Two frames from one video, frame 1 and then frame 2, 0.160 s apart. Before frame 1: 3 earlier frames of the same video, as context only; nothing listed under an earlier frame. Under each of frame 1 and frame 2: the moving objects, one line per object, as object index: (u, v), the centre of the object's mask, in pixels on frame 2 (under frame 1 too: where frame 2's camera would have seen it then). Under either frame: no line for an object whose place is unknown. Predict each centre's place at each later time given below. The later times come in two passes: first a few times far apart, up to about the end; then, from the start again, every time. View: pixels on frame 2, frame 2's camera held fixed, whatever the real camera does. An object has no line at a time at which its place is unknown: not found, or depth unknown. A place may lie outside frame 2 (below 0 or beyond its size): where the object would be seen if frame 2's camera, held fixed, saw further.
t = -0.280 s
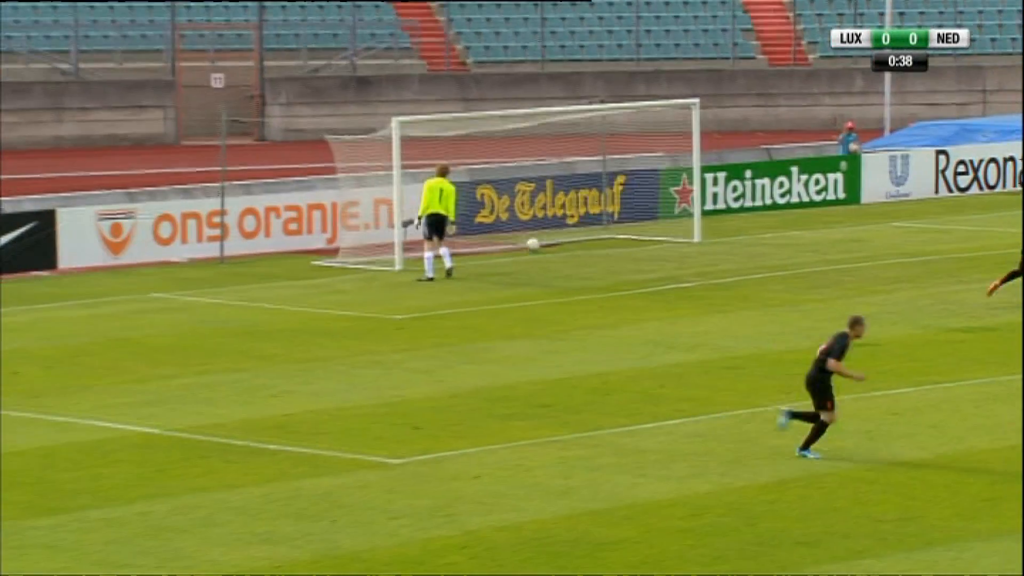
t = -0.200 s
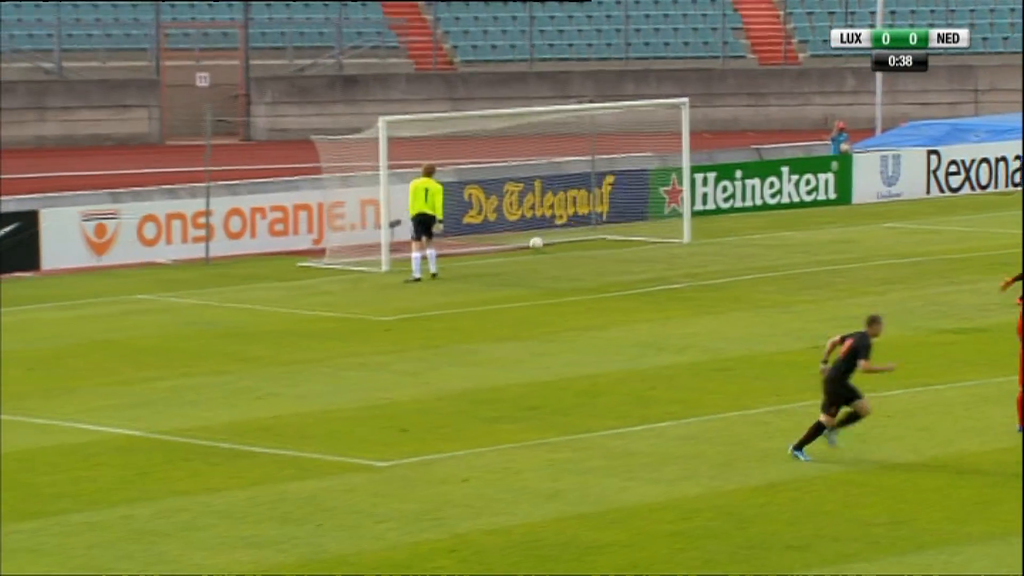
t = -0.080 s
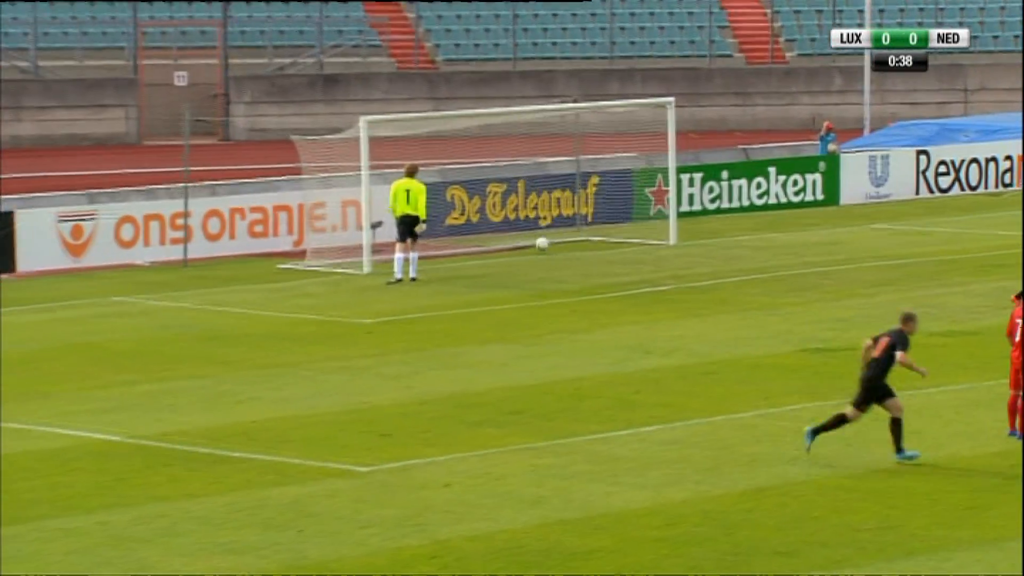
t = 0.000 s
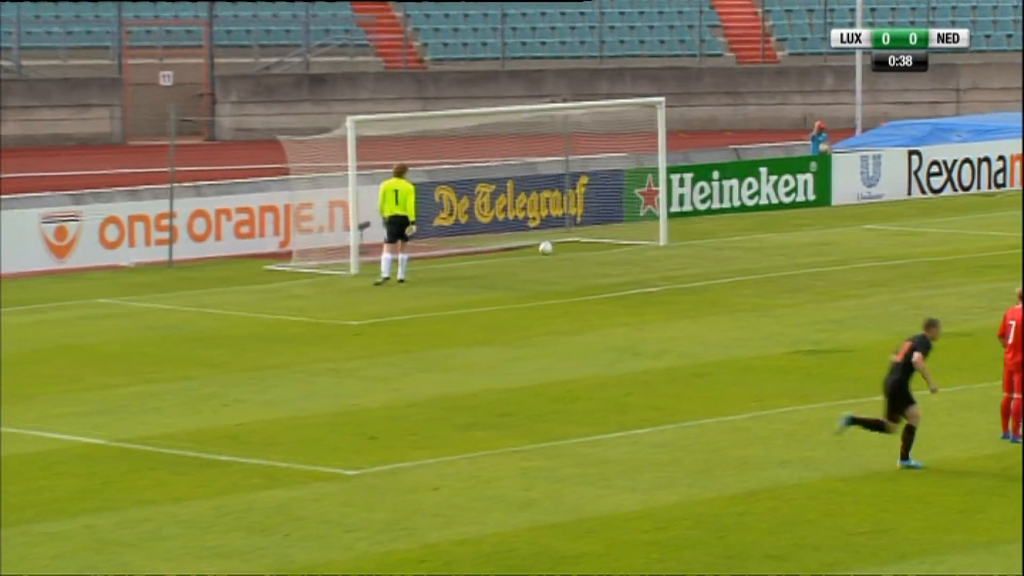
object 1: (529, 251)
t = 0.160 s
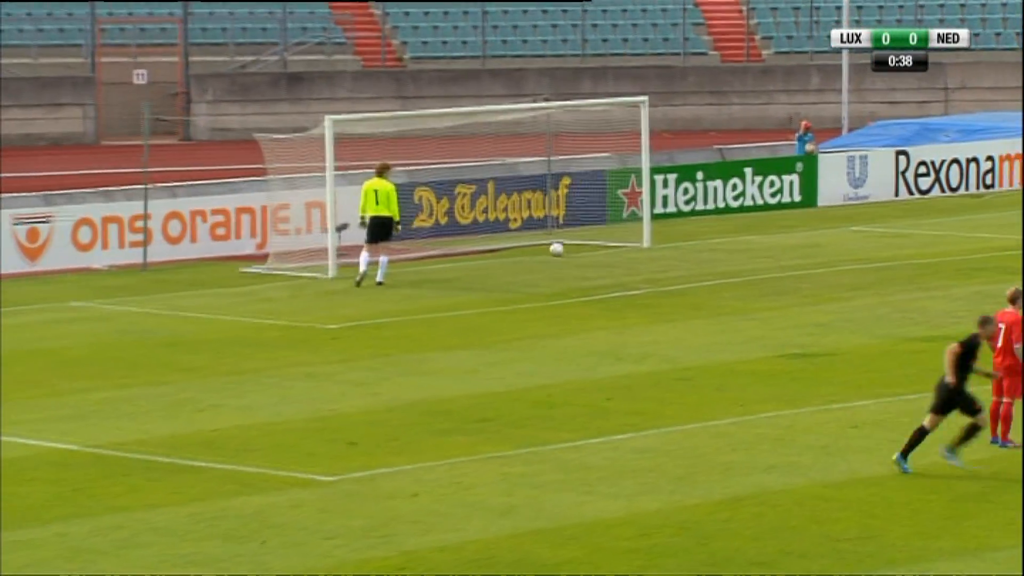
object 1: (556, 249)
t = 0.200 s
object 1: (563, 249)
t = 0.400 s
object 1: (596, 248)
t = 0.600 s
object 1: (628, 247)
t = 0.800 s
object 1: (657, 244)
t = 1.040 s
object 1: (692, 241)
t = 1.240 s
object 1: (719, 240)
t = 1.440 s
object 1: (746, 239)
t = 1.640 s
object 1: (770, 239)
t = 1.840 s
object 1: (793, 238)
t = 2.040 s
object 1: (814, 238)
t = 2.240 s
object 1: (835, 237)
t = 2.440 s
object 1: (853, 235)
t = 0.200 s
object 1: (563, 249)
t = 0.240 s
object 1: (569, 249)
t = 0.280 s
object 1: (576, 248)
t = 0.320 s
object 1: (582, 248)
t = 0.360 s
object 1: (589, 249)
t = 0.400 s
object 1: (596, 248)
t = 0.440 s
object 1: (601, 248)
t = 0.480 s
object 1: (607, 247)
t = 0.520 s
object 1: (614, 247)
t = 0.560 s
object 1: (622, 246)
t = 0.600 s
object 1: (628, 247)
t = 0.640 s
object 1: (633, 245)
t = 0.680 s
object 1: (638, 246)
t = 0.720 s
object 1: (645, 245)
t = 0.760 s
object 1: (651, 244)
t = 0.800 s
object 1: (657, 244)
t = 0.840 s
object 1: (663, 244)
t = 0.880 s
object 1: (669, 243)
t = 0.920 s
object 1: (675, 243)
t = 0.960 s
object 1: (681, 242)
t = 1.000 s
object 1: (686, 241)
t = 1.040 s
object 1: (692, 241)
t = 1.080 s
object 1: (698, 241)
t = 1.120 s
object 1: (703, 241)
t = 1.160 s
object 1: (709, 240)
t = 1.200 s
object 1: (714, 240)
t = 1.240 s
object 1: (719, 240)
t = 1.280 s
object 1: (725, 240)
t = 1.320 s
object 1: (731, 239)
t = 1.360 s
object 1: (736, 240)
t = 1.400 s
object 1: (741, 239)
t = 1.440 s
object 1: (746, 239)
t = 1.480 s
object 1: (751, 239)
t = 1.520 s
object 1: (756, 239)
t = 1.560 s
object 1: (760, 239)
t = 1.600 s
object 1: (765, 239)
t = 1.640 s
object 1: (770, 239)
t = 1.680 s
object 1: (775, 239)
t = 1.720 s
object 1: (780, 239)
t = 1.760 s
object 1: (784, 239)
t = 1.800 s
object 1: (788, 239)
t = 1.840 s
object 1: (793, 238)
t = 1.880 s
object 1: (797, 239)
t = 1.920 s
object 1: (801, 238)
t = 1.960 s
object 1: (806, 238)
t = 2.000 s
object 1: (810, 238)
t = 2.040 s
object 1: (814, 238)
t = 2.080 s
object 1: (819, 238)
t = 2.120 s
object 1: (823, 238)
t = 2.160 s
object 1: (827, 237)
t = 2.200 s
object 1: (831, 237)
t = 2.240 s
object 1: (835, 237)
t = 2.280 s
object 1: (839, 237)
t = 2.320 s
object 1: (842, 237)
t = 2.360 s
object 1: (846, 236)
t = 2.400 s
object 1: (849, 236)
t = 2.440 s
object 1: (853, 235)
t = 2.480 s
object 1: (857, 235)
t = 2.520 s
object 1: (860, 235)
